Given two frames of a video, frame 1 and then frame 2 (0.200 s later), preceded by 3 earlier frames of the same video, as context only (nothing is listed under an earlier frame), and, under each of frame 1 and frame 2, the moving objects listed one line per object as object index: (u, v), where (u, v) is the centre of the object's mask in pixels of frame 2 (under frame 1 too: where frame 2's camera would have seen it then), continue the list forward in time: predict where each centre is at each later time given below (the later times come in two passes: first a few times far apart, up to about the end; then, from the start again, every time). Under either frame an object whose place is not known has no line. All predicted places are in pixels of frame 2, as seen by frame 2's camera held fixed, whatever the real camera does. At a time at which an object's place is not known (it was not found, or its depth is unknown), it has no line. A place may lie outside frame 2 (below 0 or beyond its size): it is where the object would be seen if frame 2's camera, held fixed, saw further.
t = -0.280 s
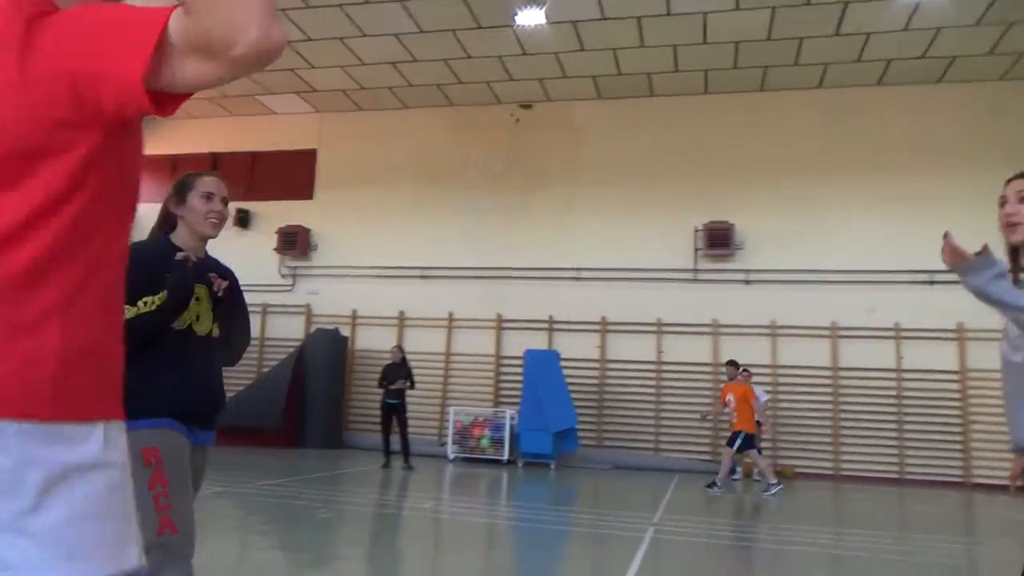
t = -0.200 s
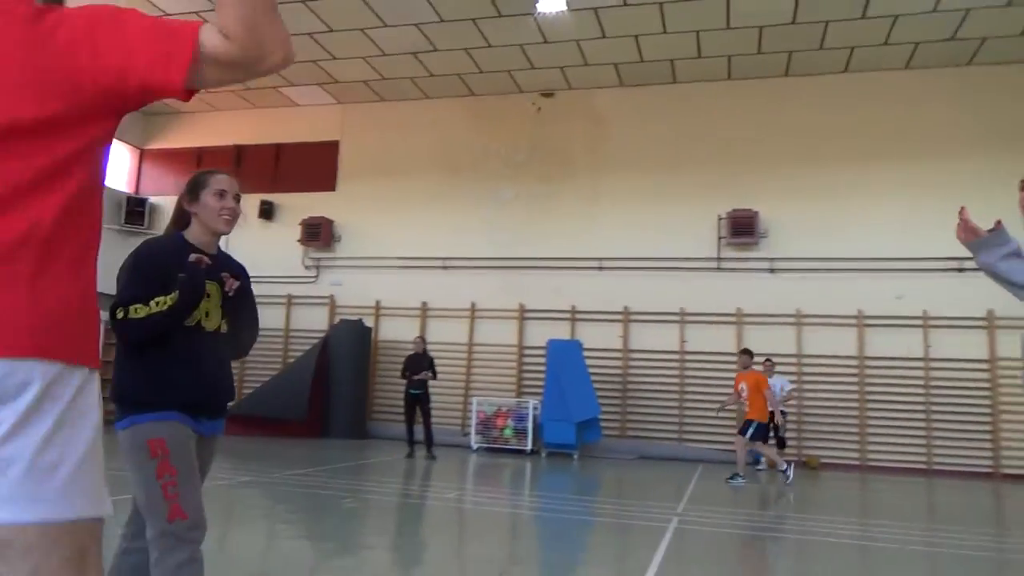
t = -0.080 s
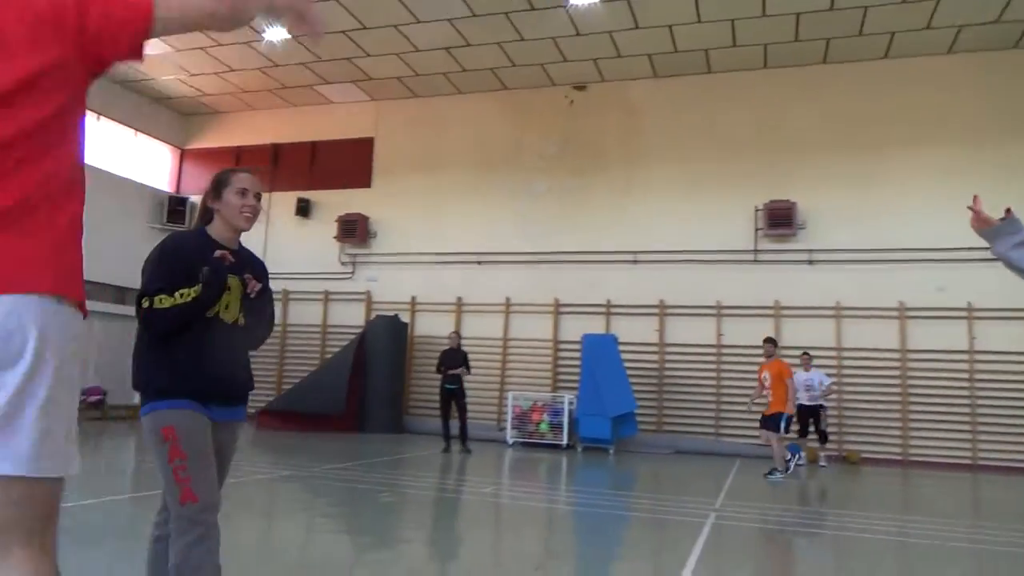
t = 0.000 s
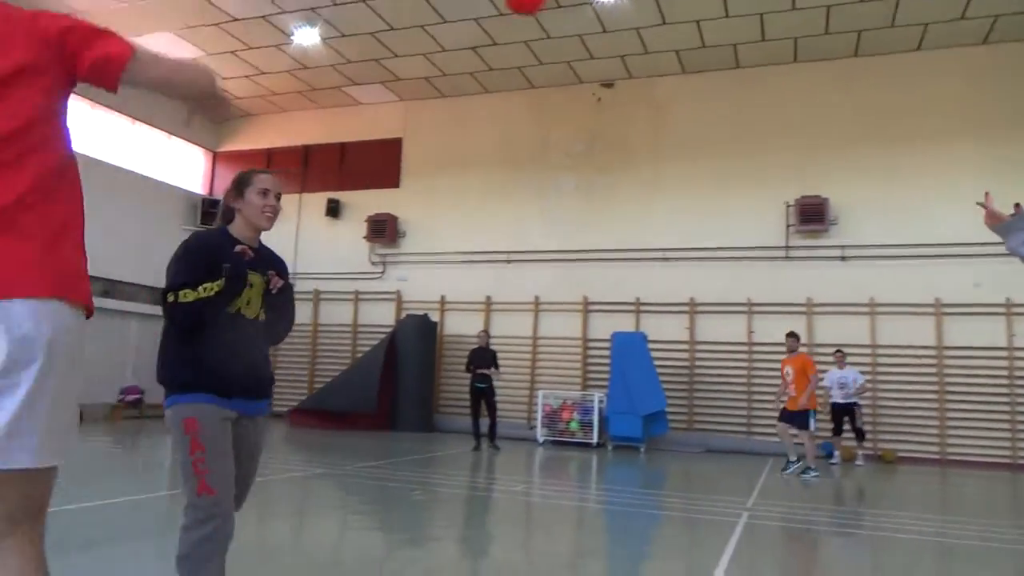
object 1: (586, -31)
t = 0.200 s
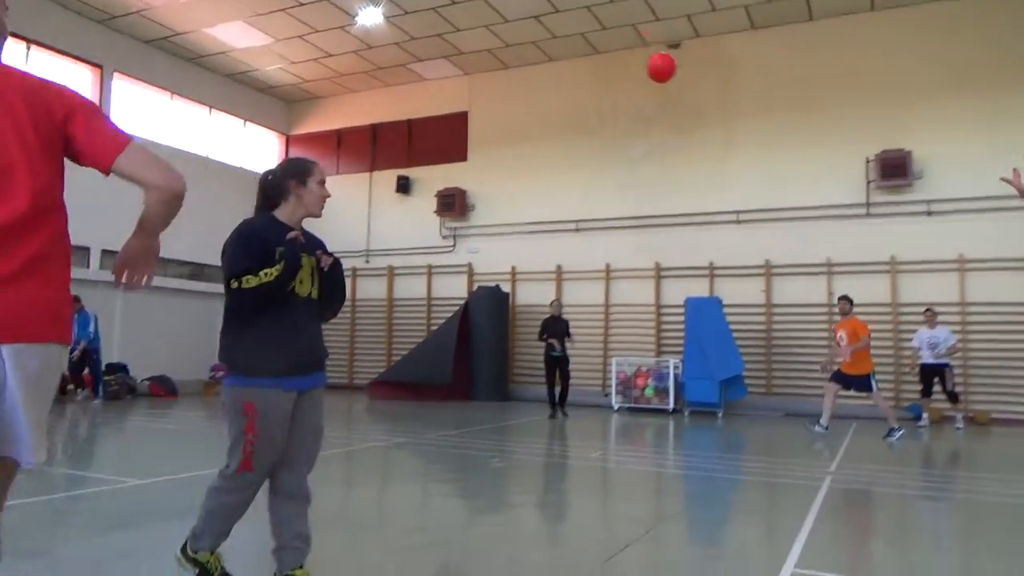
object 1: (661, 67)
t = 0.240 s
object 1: (670, 86)
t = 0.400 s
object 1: (694, 159)
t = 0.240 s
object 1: (670, 86)
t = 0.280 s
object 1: (677, 105)
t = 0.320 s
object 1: (684, 123)
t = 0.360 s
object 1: (689, 141)
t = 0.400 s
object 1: (694, 159)
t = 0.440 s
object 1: (699, 177)
